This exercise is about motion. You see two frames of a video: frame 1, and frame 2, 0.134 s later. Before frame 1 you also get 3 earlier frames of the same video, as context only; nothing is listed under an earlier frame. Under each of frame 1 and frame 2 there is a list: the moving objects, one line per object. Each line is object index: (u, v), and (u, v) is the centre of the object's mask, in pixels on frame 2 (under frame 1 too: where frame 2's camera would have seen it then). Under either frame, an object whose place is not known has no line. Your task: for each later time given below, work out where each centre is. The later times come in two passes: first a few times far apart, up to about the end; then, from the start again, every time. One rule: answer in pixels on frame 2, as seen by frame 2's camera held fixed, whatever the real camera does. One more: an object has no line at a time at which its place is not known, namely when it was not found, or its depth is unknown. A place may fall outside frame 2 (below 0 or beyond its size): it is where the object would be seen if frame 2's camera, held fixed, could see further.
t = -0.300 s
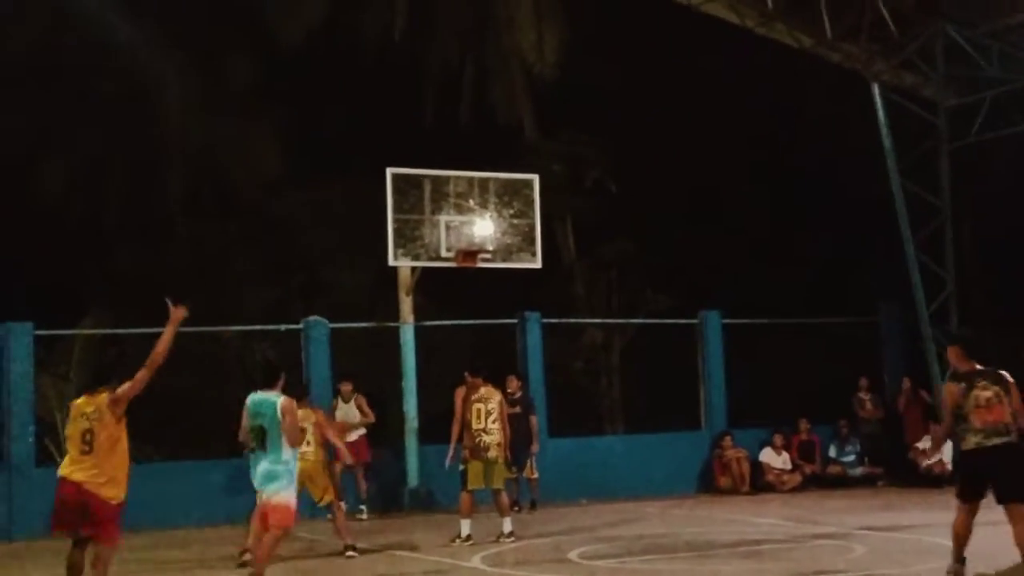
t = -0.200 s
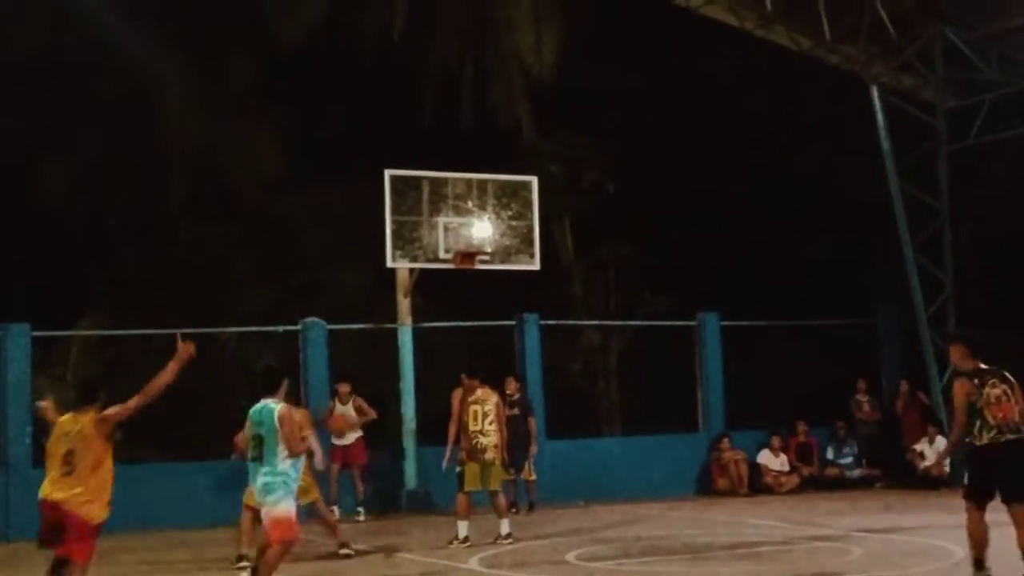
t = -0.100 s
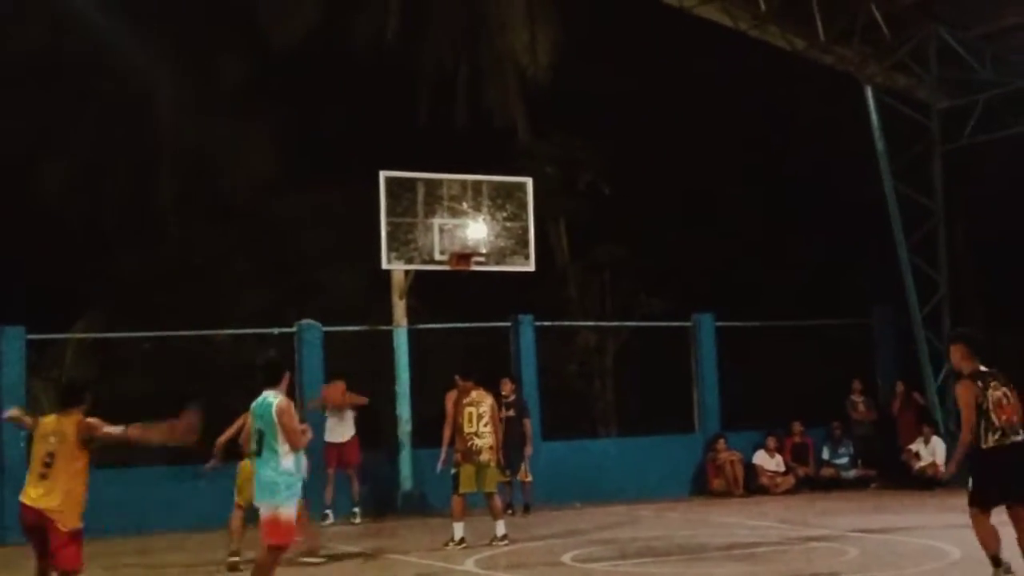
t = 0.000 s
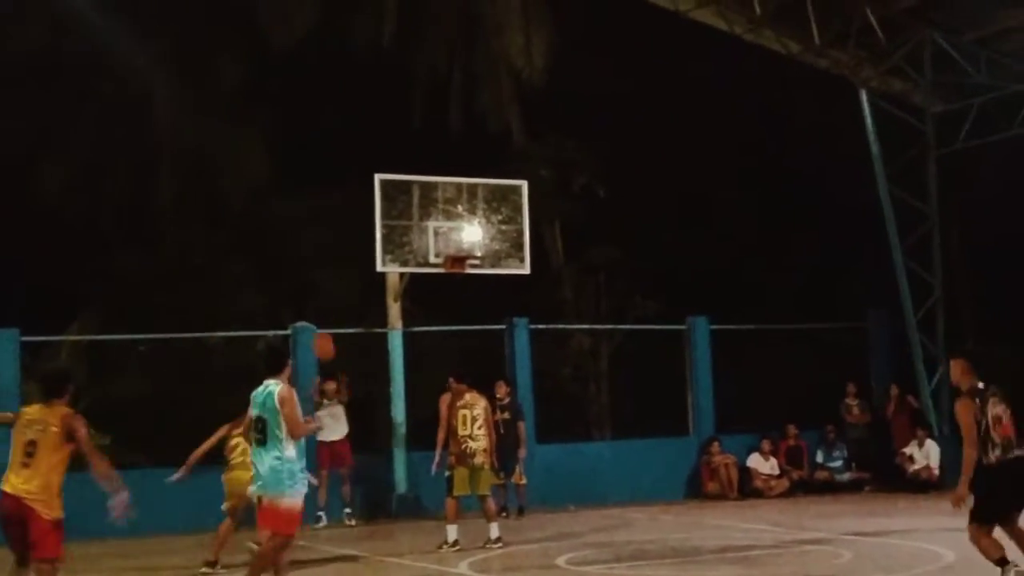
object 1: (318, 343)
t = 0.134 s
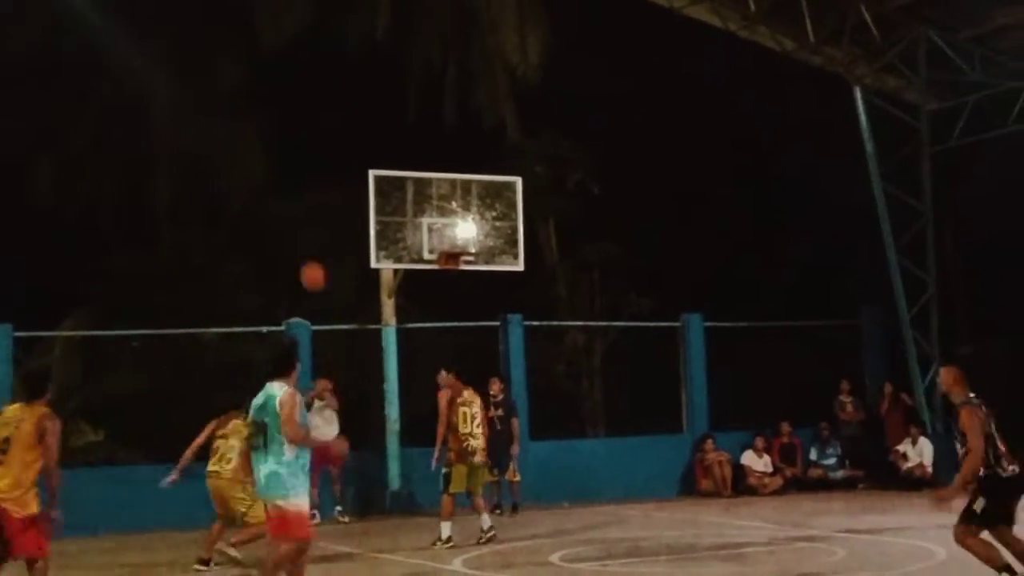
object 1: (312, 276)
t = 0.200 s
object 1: (310, 246)
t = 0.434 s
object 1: (299, 157)
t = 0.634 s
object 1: (288, 114)
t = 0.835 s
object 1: (276, 116)
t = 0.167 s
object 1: (311, 261)
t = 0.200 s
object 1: (310, 246)
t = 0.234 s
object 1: (308, 231)
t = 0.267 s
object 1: (307, 217)
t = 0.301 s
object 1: (305, 204)
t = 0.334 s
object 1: (304, 191)
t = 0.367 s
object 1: (302, 179)
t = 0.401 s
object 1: (301, 168)
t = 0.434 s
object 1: (299, 157)
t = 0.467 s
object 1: (297, 148)
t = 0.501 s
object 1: (295, 139)
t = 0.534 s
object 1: (294, 131)
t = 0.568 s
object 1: (292, 124)
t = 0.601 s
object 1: (290, 118)
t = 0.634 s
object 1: (288, 114)
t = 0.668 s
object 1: (286, 111)
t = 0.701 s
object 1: (284, 109)
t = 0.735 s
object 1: (282, 108)
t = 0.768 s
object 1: (280, 109)
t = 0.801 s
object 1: (278, 112)
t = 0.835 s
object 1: (276, 116)
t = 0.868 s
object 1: (273, 123)
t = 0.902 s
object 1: (271, 131)
